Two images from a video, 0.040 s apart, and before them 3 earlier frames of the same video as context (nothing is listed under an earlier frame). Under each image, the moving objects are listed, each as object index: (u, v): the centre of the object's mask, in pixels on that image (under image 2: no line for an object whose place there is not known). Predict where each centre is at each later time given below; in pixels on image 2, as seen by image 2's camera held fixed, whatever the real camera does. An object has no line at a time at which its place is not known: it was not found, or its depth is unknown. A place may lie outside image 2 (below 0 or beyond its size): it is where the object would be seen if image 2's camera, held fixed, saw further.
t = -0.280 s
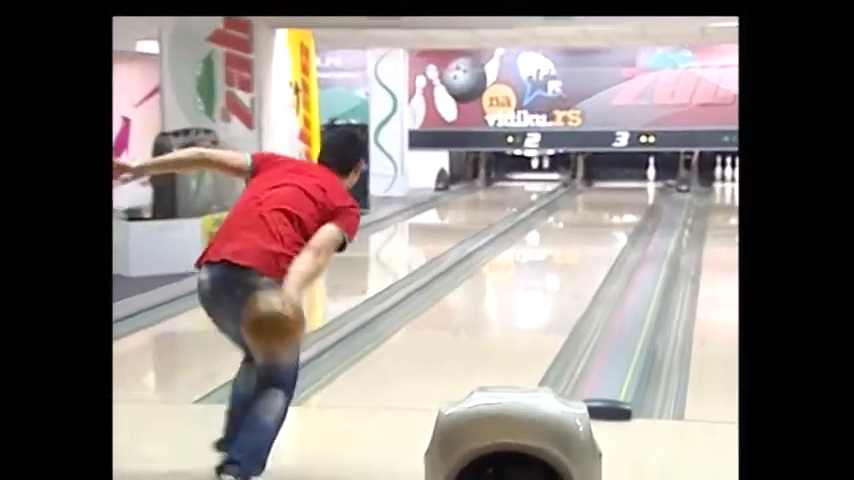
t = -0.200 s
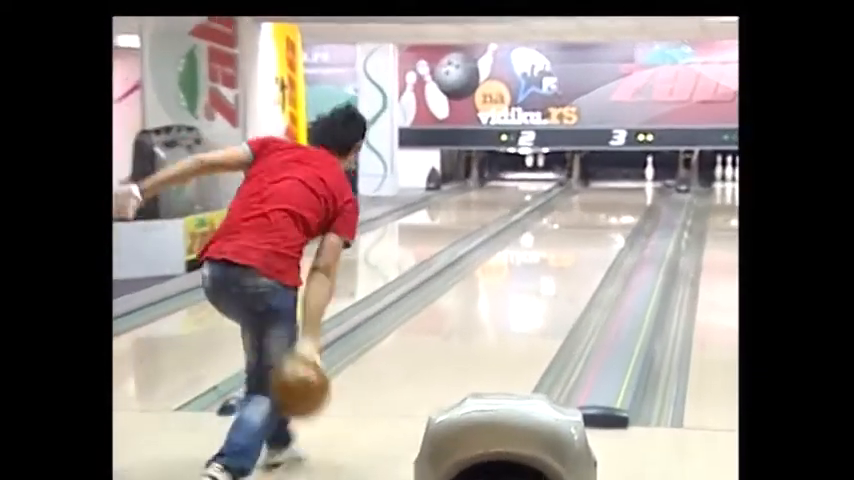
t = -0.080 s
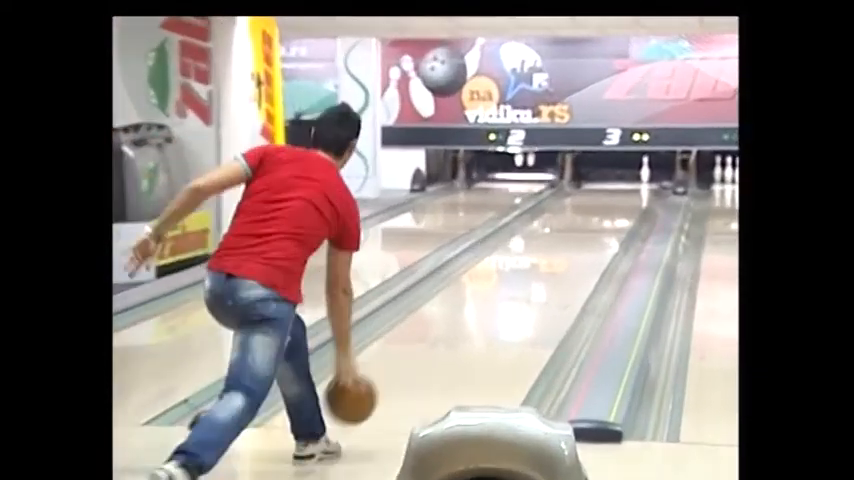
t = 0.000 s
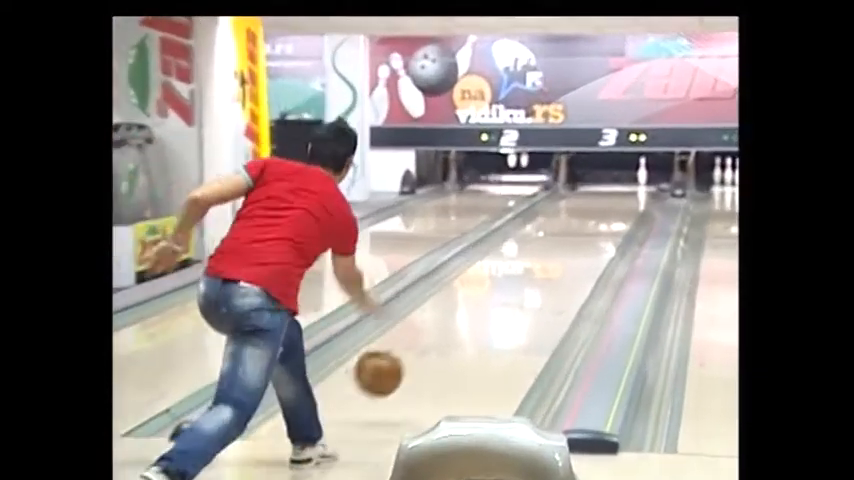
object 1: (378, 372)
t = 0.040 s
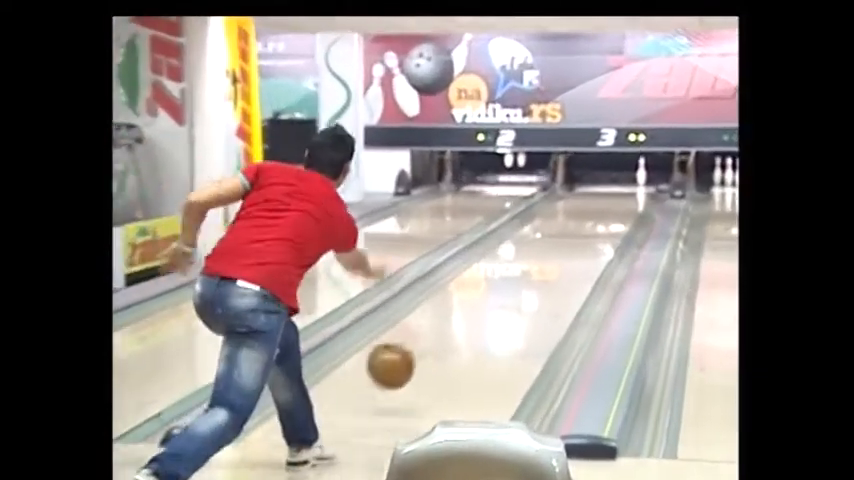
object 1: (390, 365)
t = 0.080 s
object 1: (406, 360)
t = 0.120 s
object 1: (420, 358)
